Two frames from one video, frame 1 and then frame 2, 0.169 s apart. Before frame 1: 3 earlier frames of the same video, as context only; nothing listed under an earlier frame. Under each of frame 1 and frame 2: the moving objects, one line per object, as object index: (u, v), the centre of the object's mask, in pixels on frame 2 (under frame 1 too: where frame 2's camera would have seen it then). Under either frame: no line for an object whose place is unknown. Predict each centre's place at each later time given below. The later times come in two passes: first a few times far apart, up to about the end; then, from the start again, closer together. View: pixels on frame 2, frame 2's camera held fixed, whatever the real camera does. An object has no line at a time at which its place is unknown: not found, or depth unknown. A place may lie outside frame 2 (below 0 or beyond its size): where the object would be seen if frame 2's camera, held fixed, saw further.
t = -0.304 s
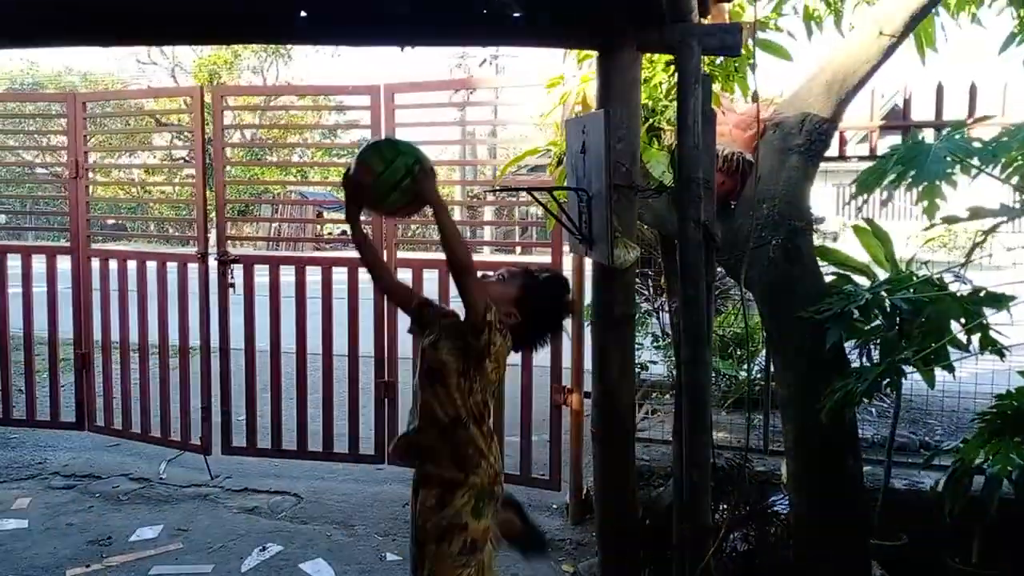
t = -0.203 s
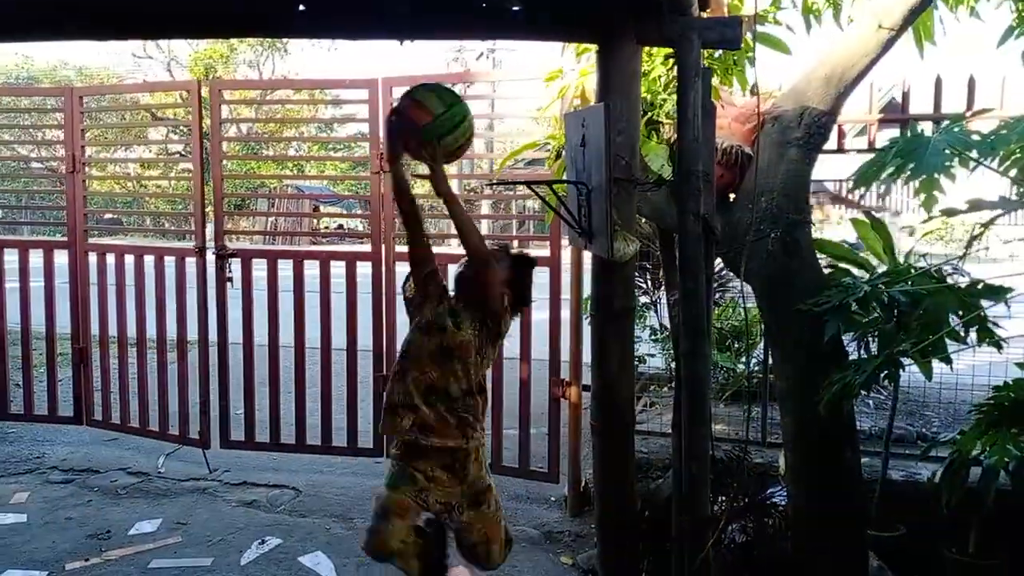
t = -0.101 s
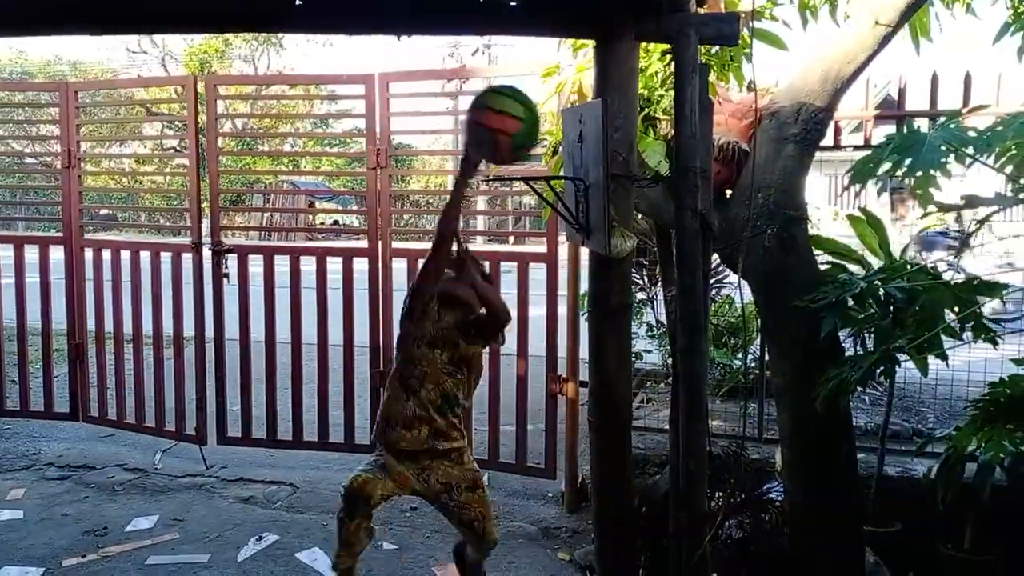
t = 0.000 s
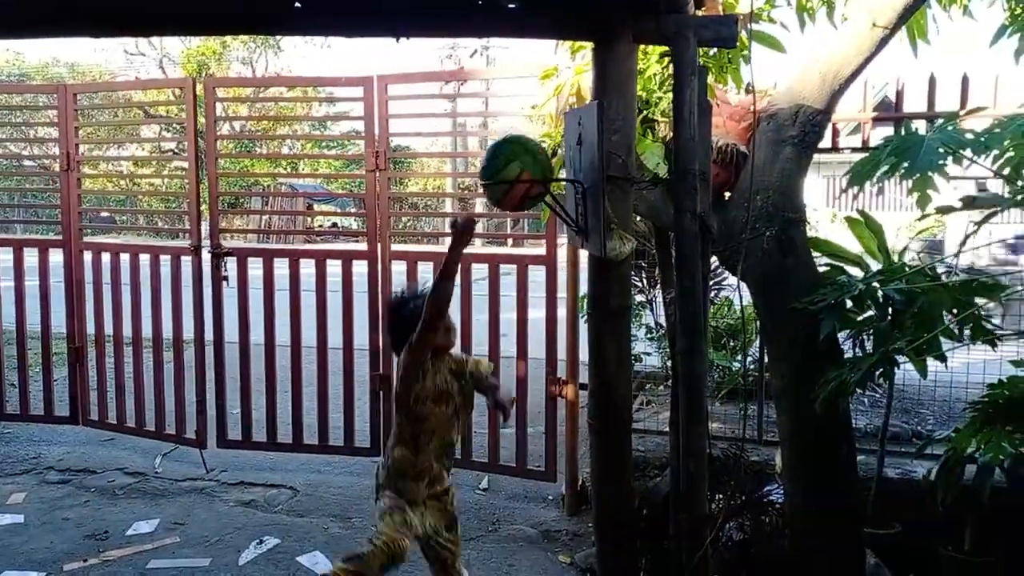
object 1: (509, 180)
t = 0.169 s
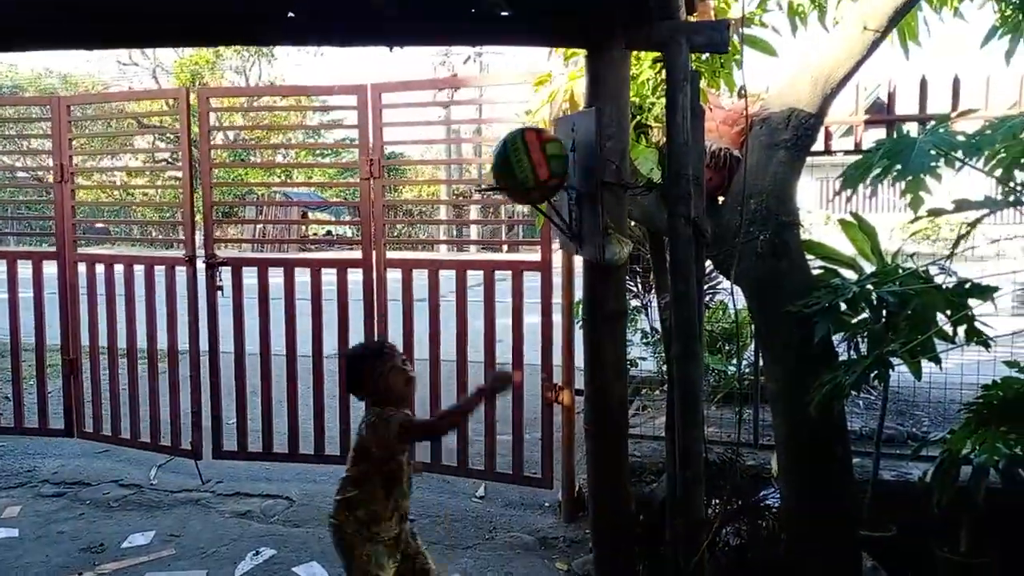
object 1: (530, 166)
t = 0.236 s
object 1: (515, 186)
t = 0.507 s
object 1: (556, 383)
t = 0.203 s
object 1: (521, 173)
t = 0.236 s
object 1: (515, 186)
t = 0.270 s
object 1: (516, 196)
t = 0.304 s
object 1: (522, 211)
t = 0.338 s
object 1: (527, 229)
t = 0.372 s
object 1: (534, 250)
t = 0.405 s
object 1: (539, 276)
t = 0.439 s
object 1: (545, 307)
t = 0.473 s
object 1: (550, 342)
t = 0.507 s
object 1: (556, 383)
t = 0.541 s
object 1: (556, 424)
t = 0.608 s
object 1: (554, 514)
